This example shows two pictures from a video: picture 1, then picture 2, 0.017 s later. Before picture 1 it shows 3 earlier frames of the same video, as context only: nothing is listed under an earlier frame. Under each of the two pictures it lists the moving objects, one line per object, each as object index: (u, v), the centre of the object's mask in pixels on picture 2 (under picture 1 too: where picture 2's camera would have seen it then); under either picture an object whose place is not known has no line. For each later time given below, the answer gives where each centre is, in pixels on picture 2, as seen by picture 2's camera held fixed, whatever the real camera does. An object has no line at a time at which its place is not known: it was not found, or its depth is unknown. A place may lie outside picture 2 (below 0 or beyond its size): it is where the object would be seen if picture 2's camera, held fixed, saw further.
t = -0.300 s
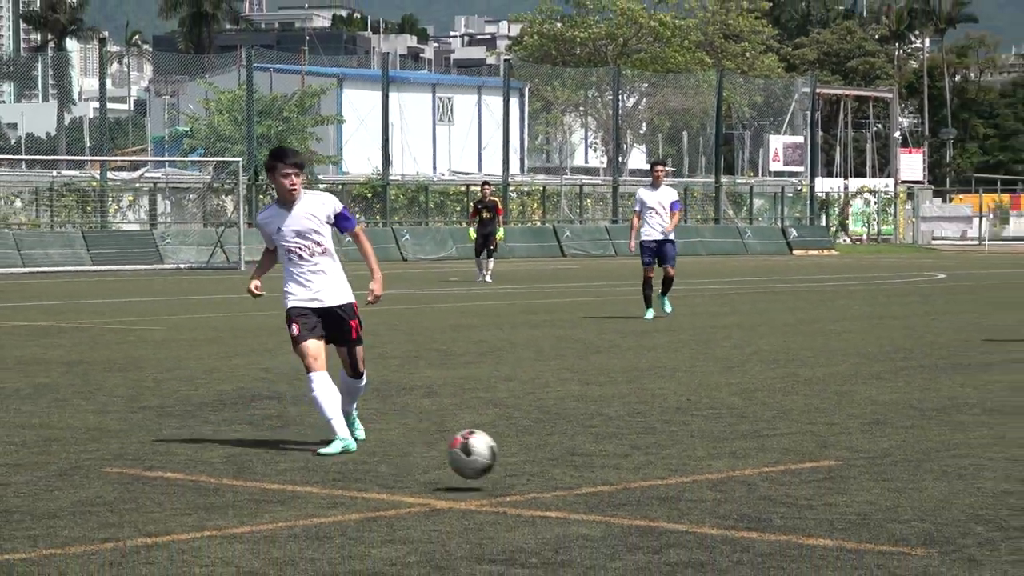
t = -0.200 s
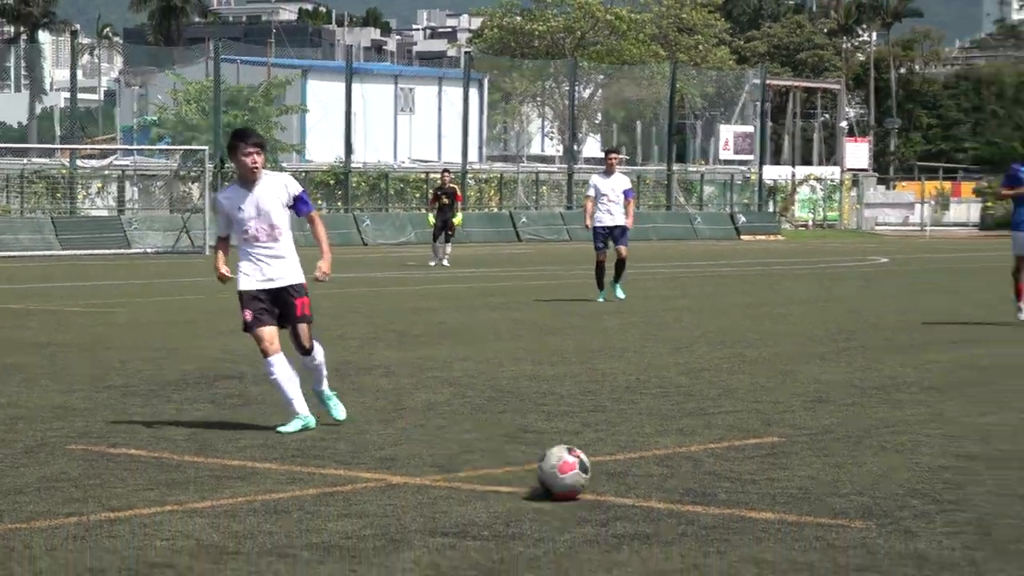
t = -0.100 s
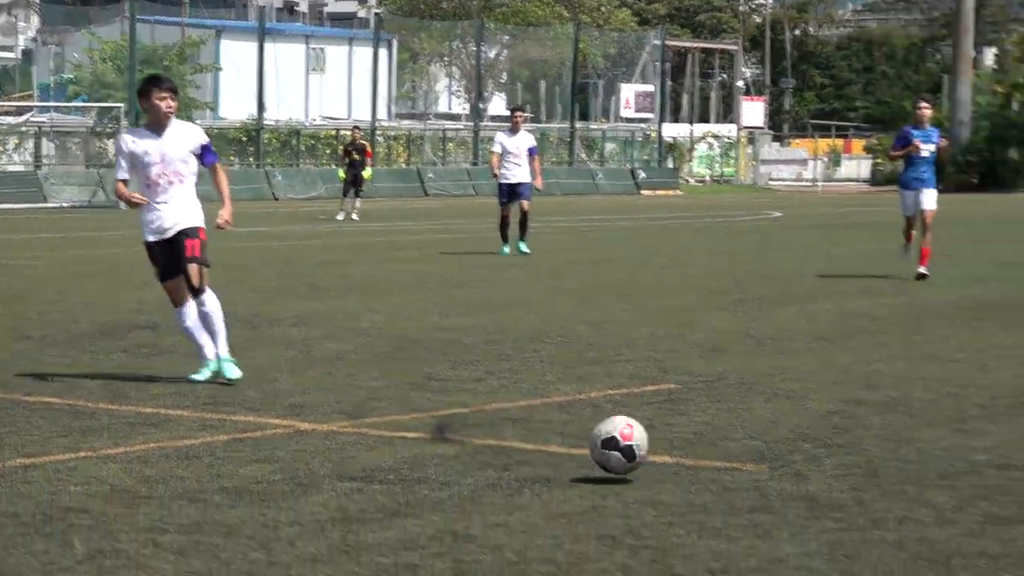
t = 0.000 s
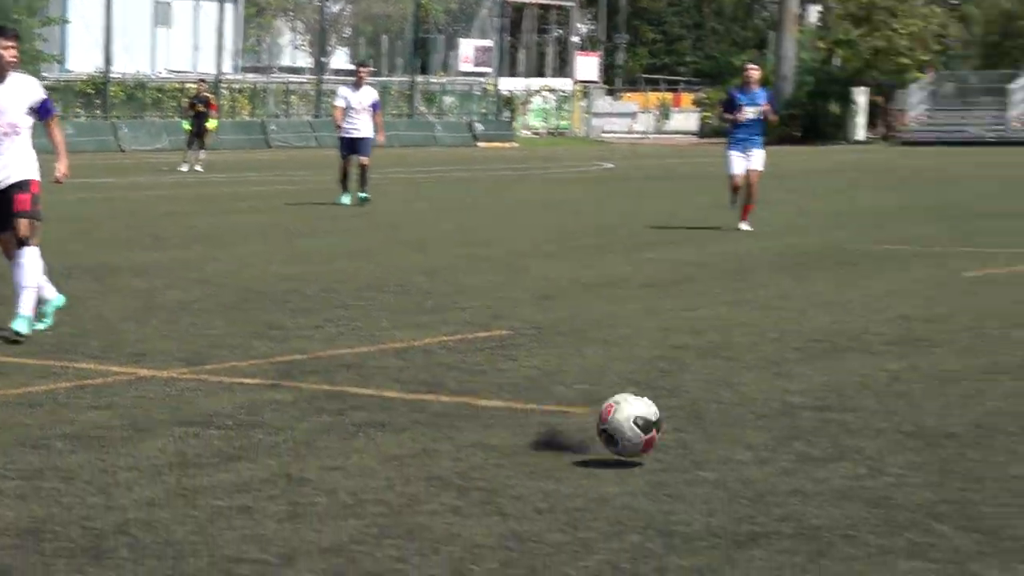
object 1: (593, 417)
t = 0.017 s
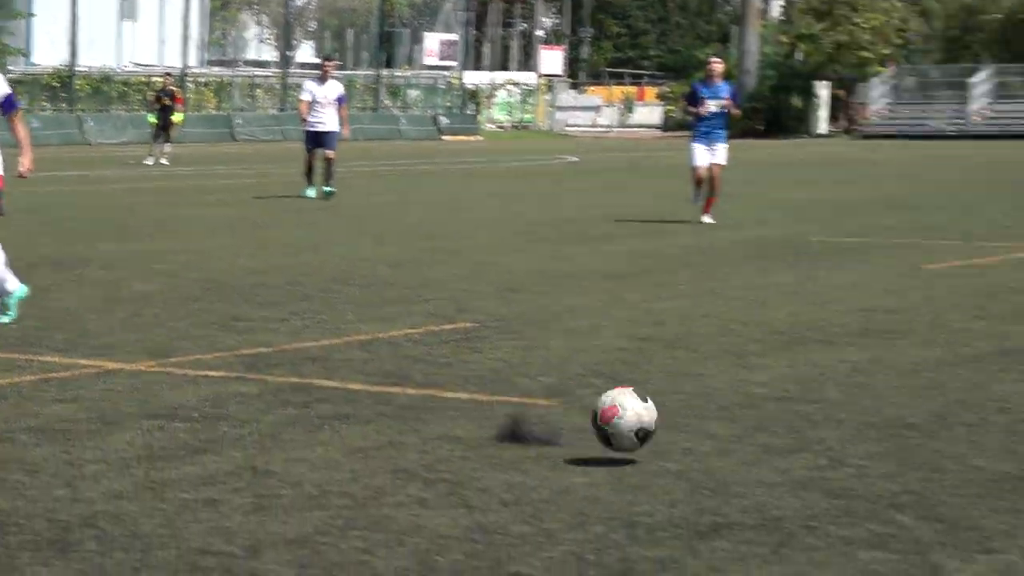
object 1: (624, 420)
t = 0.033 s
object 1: (657, 425)
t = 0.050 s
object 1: (692, 431)
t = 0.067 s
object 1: (729, 438)
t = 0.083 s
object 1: (765, 444)
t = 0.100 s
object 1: (803, 453)
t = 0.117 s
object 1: (843, 463)
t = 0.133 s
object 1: (888, 476)
